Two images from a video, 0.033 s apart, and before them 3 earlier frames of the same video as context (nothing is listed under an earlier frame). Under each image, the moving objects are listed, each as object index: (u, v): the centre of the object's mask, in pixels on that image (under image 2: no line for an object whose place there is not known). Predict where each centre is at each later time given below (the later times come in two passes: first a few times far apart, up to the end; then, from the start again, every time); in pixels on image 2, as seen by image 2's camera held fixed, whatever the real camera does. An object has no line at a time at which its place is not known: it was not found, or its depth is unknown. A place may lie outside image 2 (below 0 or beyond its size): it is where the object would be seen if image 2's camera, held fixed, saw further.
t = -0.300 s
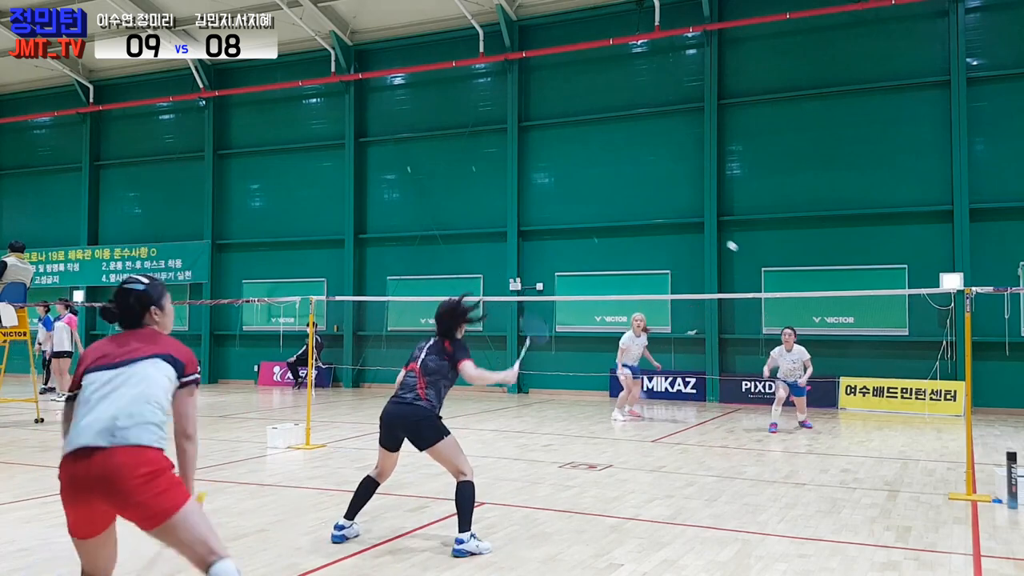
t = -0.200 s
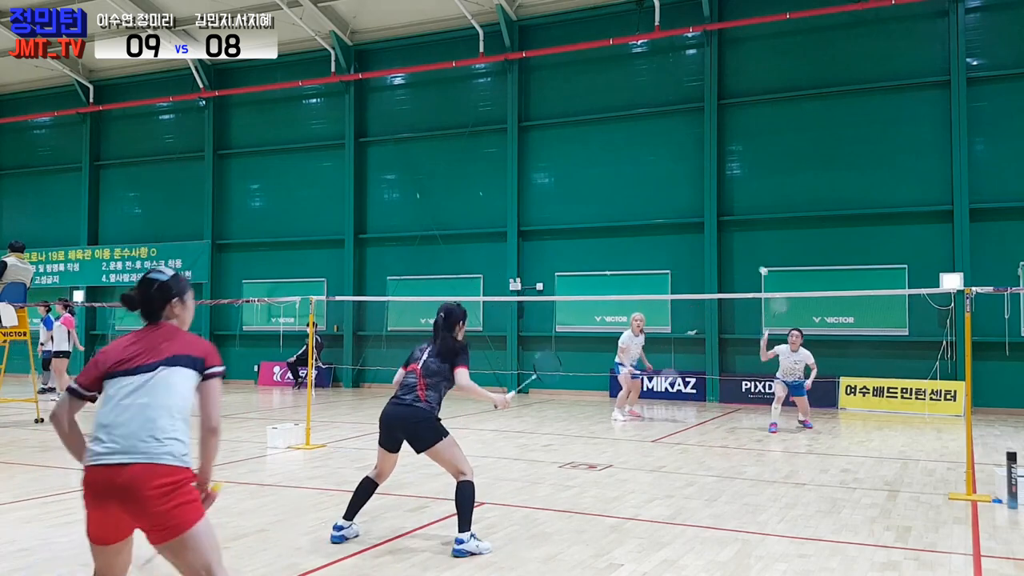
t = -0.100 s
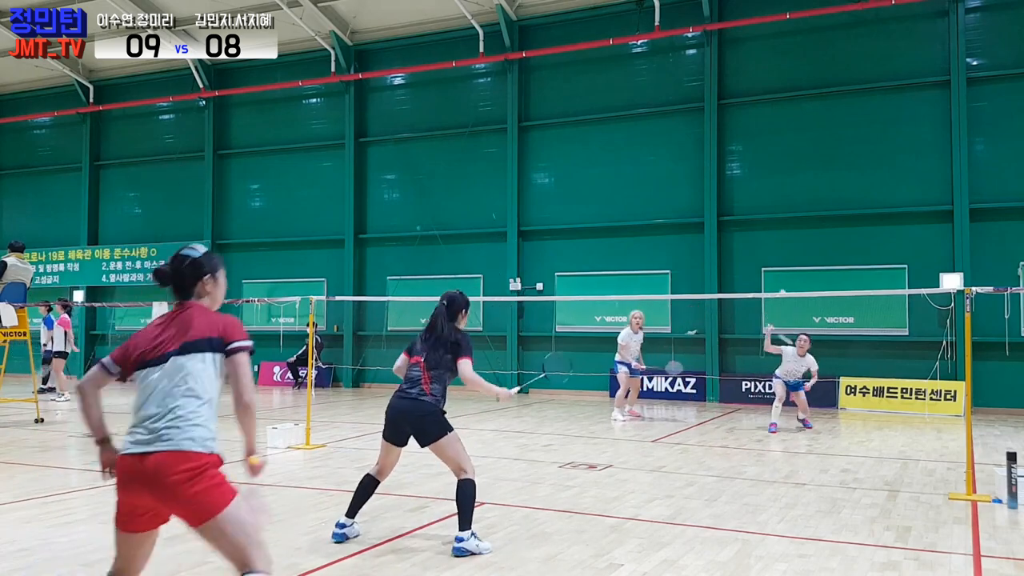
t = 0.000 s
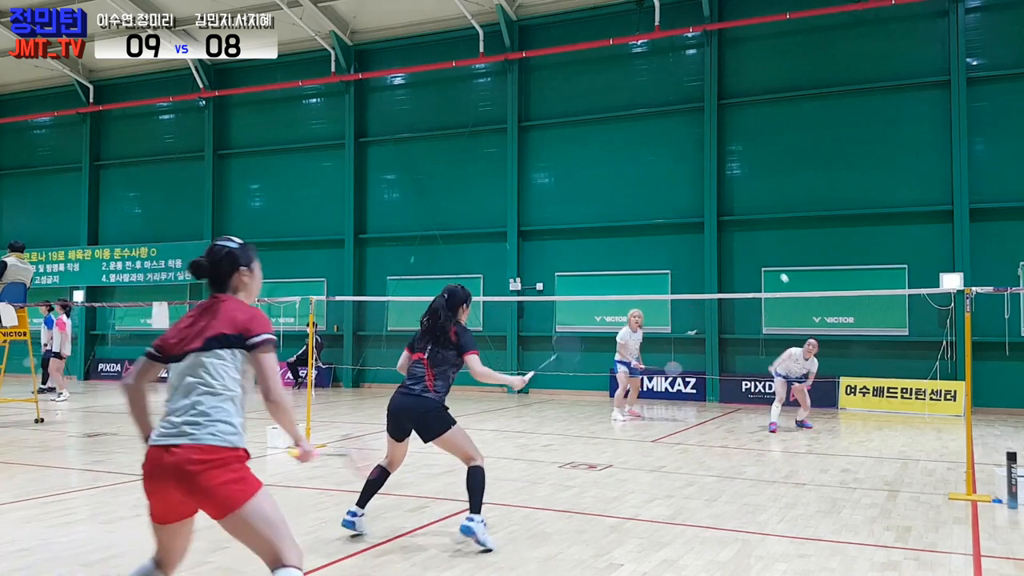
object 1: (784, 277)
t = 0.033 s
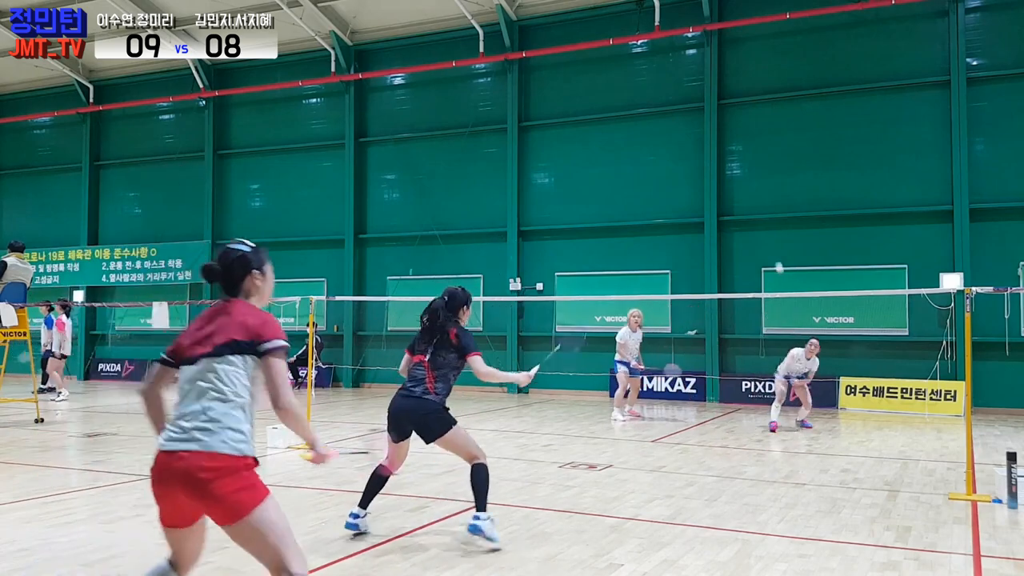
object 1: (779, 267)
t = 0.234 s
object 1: (744, 209)
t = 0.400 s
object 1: (715, 215)
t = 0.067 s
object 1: (774, 254)
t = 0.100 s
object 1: (763, 235)
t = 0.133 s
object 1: (759, 226)
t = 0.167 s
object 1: (754, 219)
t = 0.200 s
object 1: (749, 214)
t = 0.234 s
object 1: (744, 209)
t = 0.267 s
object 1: (739, 207)
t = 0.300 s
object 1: (733, 207)
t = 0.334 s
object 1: (727, 207)
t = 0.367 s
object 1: (722, 210)
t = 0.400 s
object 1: (715, 215)
